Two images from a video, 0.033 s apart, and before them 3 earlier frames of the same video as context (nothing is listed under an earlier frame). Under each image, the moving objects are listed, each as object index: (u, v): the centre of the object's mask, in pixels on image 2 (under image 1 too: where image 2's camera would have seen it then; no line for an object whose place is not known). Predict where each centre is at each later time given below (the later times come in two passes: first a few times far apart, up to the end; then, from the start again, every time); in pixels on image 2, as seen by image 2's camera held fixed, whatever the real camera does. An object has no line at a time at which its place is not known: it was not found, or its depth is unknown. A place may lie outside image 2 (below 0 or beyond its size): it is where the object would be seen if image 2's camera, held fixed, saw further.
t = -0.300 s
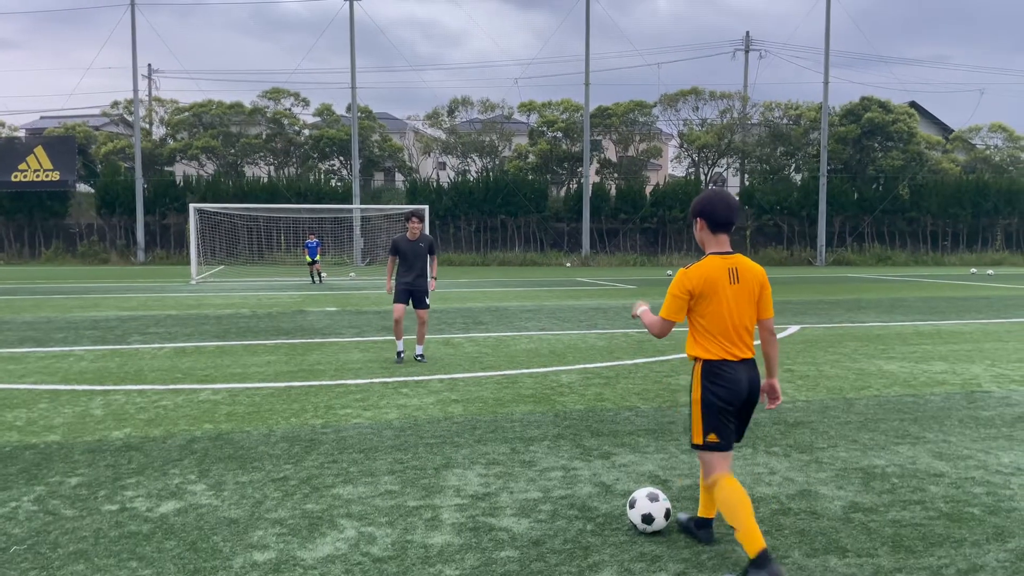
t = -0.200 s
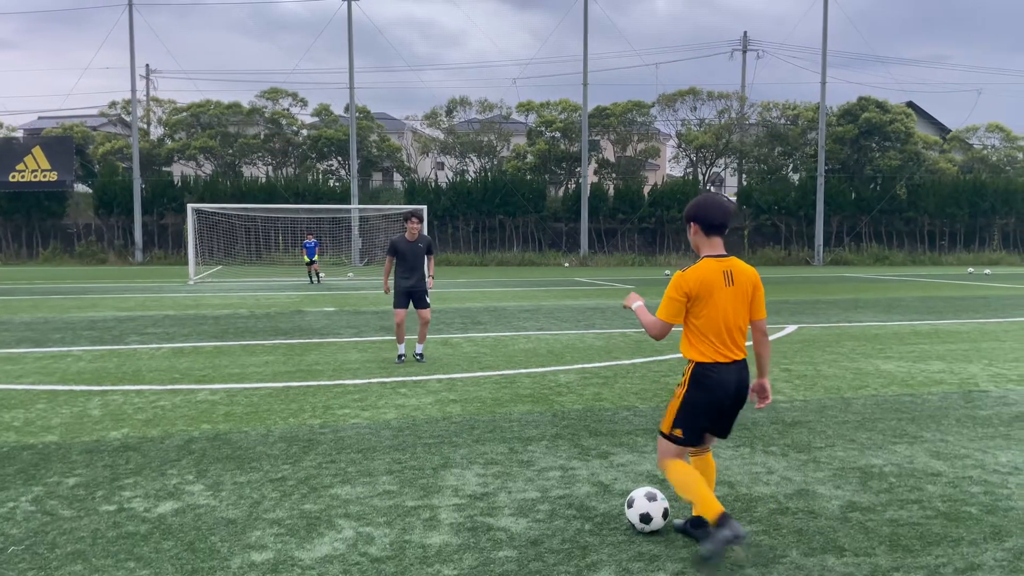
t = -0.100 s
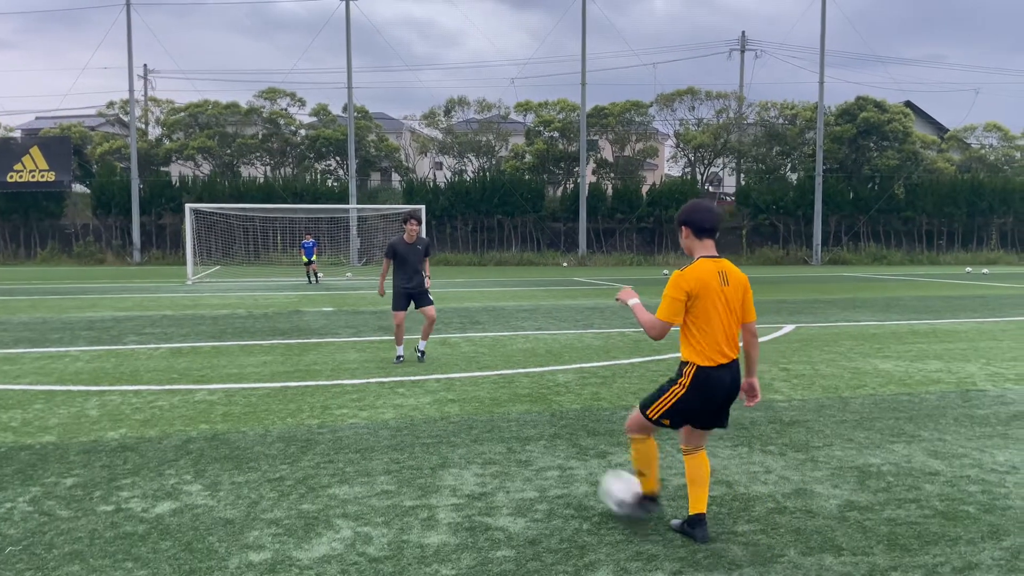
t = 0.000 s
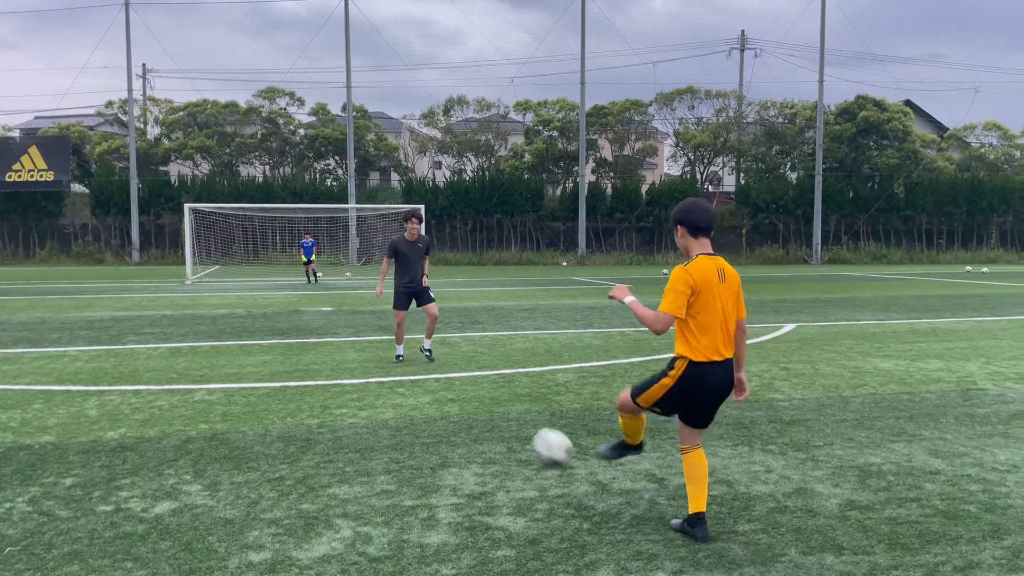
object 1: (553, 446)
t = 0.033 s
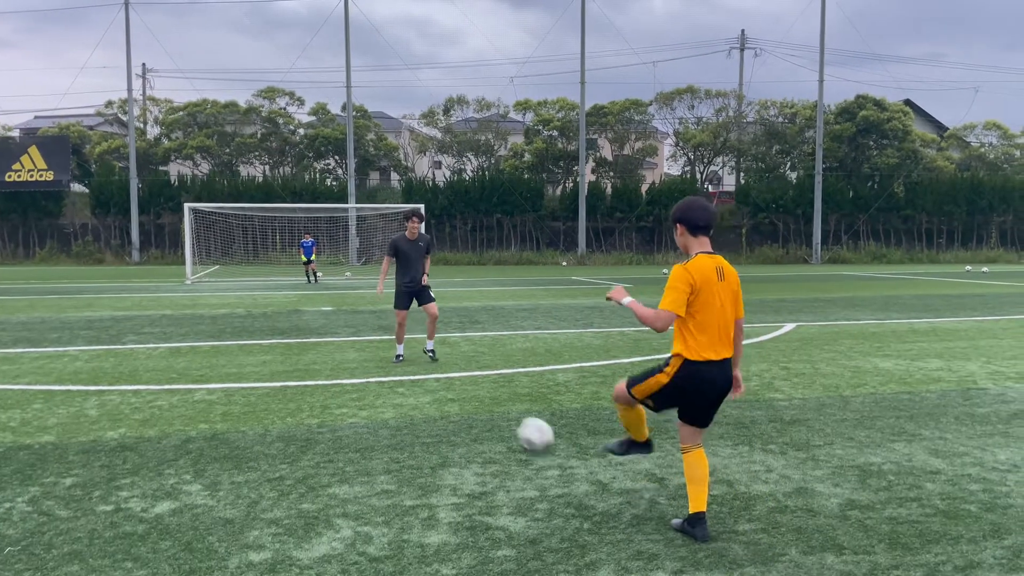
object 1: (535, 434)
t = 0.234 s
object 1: (466, 390)
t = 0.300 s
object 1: (452, 381)
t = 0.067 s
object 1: (520, 425)
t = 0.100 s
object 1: (508, 416)
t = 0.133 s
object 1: (495, 409)
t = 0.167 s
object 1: (484, 402)
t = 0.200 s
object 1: (475, 395)
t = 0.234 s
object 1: (466, 390)
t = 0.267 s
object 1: (459, 386)
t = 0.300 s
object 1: (452, 381)
